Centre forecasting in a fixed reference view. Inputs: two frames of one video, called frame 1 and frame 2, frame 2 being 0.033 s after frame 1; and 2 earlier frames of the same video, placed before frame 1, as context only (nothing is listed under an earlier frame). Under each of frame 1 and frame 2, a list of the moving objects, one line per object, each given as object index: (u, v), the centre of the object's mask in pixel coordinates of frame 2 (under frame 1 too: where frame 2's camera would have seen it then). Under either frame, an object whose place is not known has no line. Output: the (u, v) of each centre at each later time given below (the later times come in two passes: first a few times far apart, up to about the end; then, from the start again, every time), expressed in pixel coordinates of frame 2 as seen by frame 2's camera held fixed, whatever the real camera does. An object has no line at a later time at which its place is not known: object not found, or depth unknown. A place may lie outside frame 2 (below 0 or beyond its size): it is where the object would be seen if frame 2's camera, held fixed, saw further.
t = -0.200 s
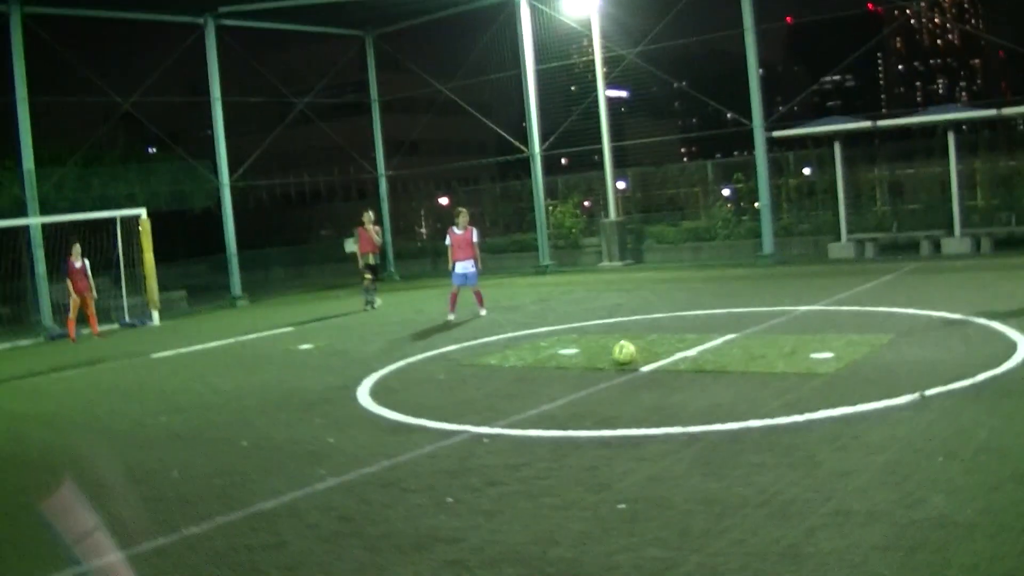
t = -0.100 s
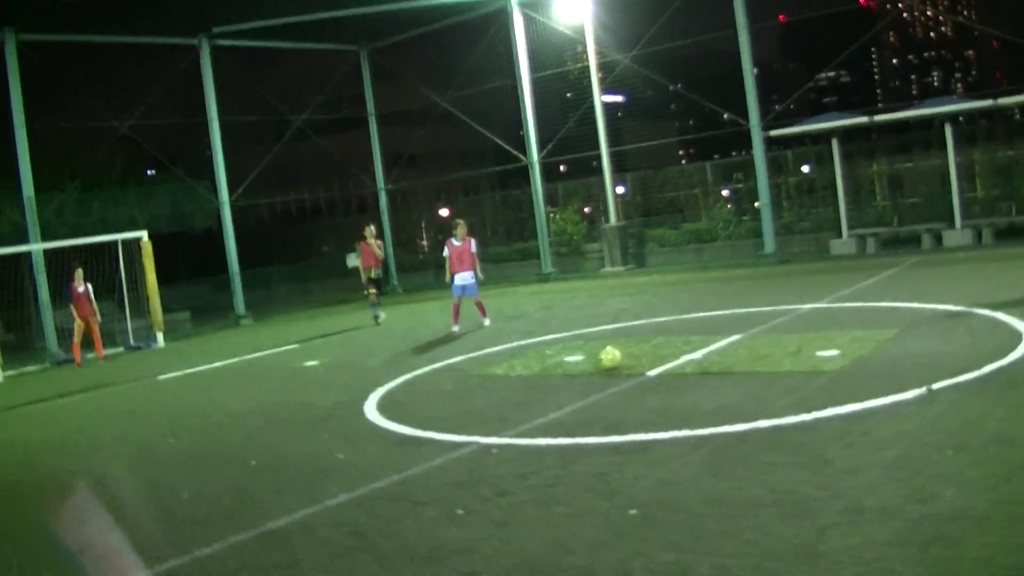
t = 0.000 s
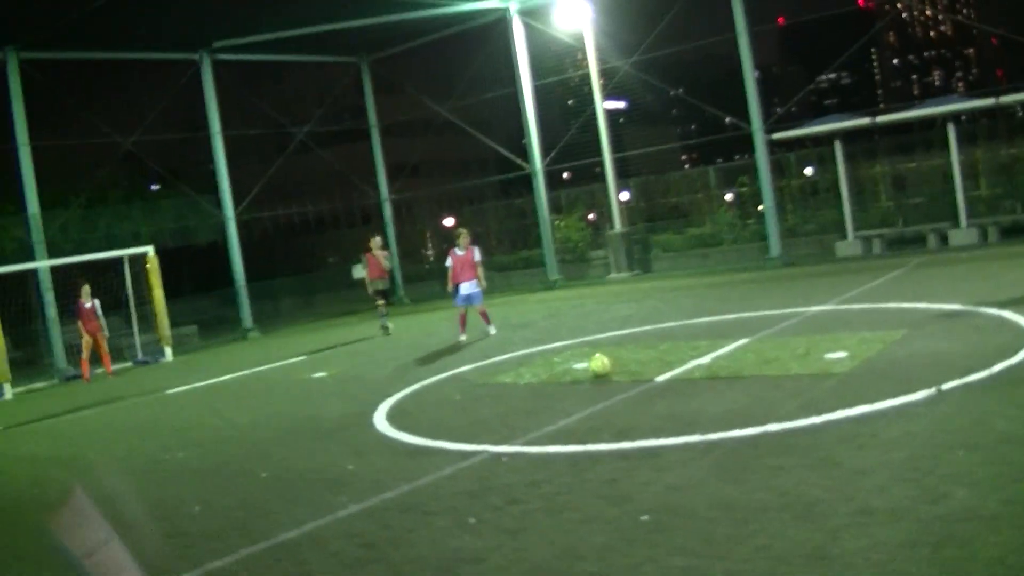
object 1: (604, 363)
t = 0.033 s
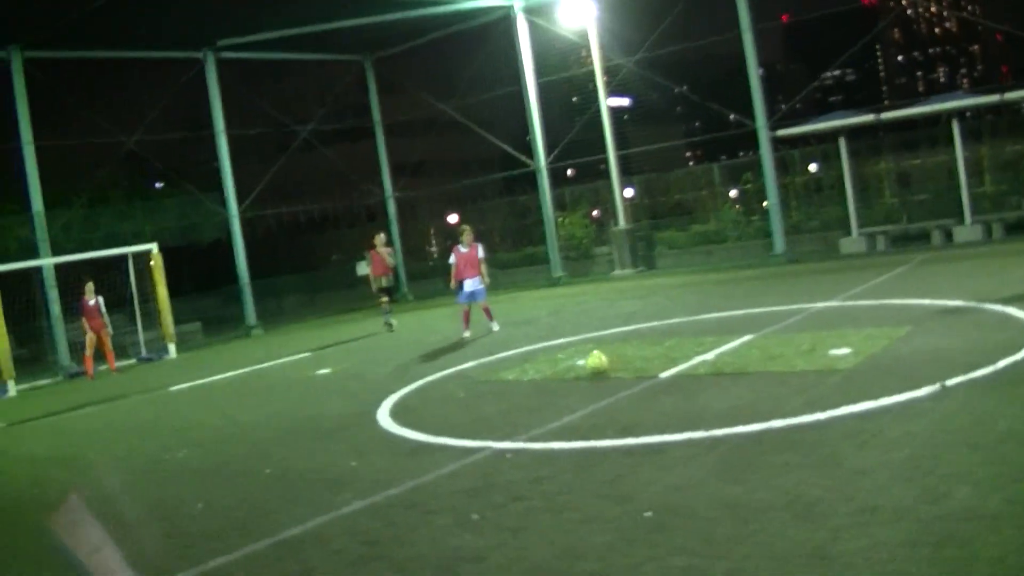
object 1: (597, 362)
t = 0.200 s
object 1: (567, 364)
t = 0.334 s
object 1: (546, 366)
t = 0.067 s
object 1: (591, 363)
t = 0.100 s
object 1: (585, 363)
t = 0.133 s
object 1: (578, 365)
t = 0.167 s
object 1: (572, 364)
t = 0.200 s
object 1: (567, 364)
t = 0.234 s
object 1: (561, 365)
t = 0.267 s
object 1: (556, 365)
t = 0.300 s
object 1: (550, 366)
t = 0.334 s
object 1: (546, 366)
